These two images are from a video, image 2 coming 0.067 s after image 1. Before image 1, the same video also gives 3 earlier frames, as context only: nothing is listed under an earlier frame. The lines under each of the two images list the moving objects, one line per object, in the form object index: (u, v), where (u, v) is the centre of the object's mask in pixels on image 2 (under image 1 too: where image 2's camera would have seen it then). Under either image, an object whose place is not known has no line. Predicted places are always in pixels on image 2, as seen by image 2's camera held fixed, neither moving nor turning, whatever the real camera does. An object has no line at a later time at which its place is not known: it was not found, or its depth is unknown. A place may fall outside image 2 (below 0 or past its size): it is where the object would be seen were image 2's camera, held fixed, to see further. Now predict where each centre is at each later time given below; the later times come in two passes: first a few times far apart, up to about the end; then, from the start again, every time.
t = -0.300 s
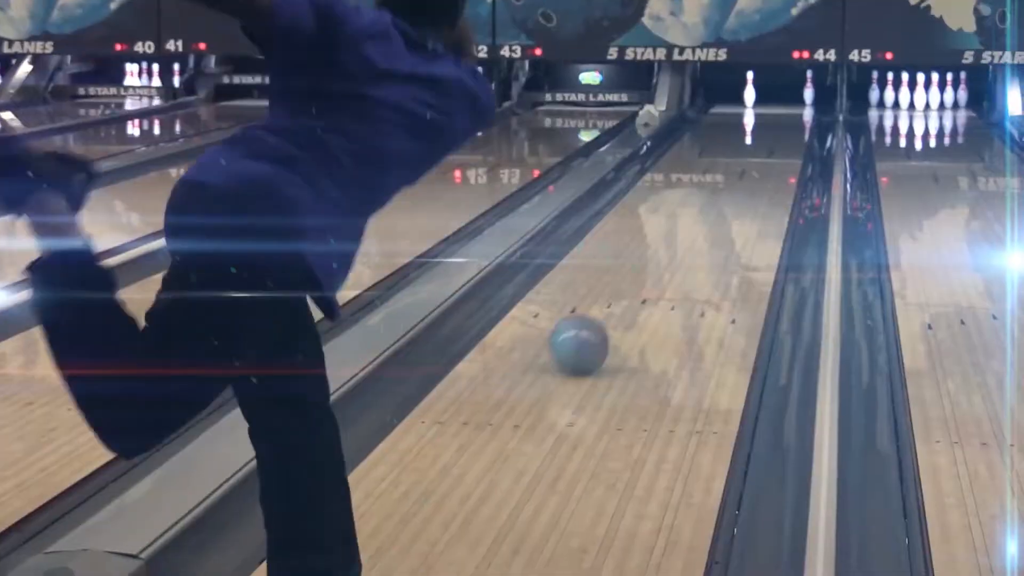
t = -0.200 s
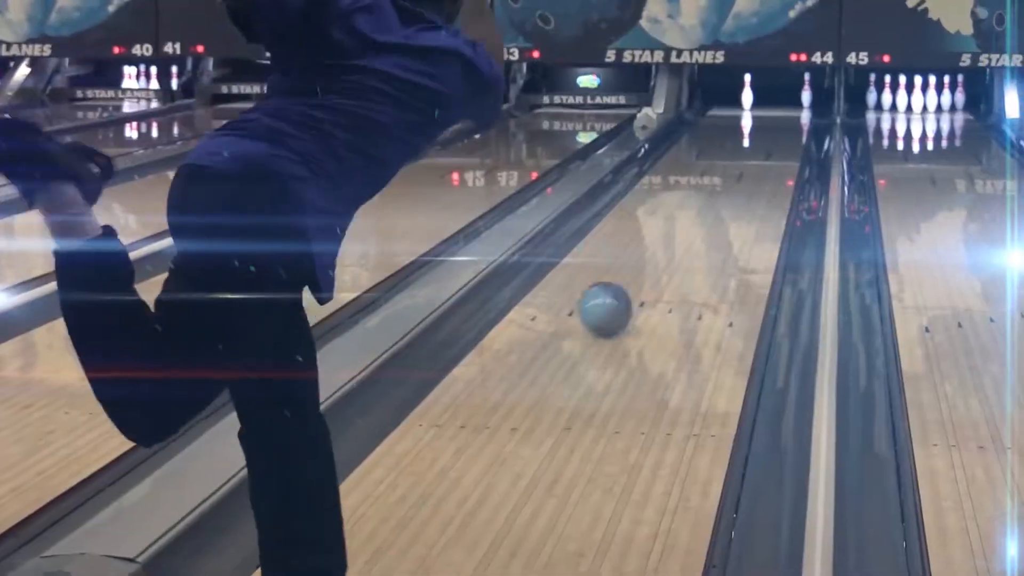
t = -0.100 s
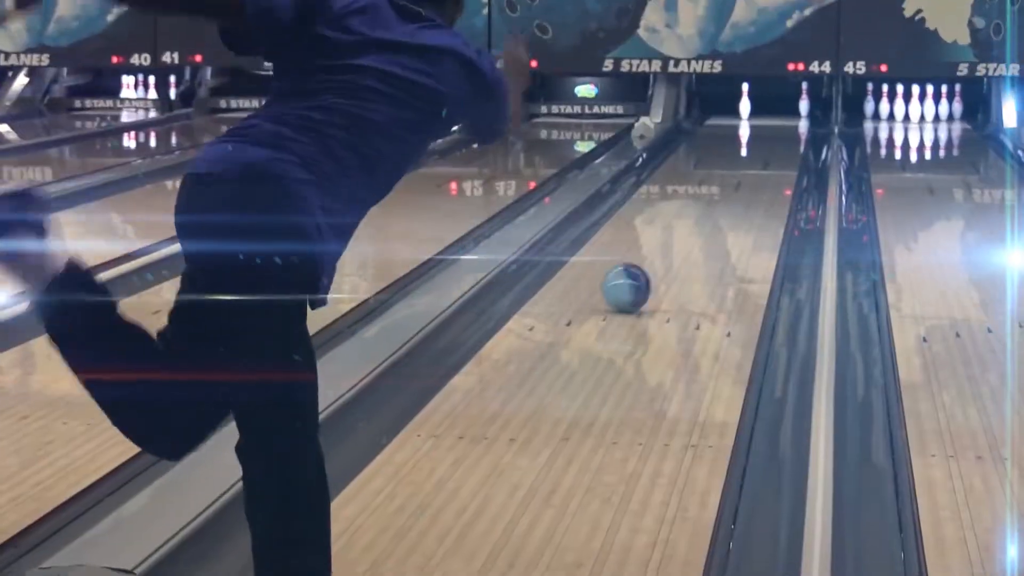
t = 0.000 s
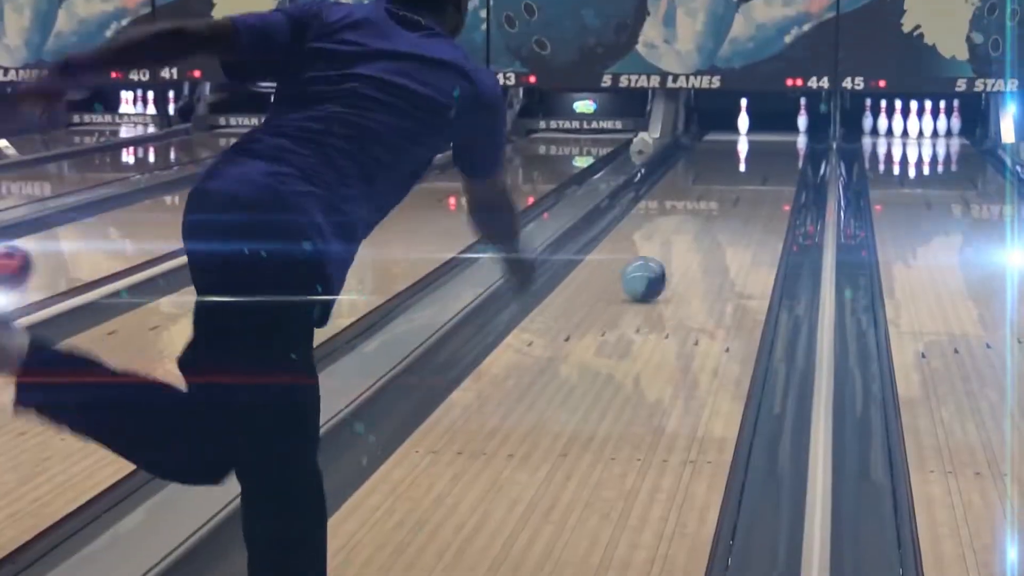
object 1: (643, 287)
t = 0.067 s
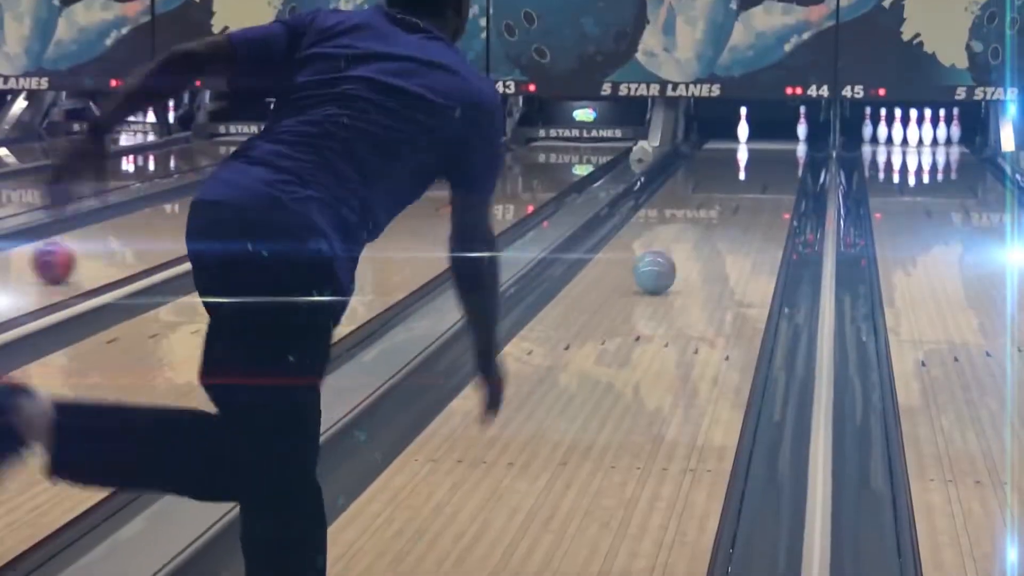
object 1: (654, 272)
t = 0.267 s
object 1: (681, 237)
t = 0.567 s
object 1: (708, 196)
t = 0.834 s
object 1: (724, 172)
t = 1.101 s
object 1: (733, 153)
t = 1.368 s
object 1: (735, 139)
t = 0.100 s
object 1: (660, 266)
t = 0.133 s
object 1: (664, 259)
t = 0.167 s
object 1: (668, 253)
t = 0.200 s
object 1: (673, 248)
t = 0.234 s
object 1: (677, 242)
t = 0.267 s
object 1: (681, 237)
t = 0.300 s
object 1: (685, 231)
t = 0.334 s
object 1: (686, 227)
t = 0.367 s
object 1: (692, 221)
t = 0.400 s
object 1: (694, 217)
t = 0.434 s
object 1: (697, 214)
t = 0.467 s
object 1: (701, 209)
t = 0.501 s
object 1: (703, 204)
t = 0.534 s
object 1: (704, 201)
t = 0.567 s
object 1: (708, 196)
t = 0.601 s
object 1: (710, 193)
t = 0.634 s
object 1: (712, 190)
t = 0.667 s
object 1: (713, 188)
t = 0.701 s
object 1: (717, 183)
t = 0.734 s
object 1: (719, 179)
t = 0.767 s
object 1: (718, 178)
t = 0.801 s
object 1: (722, 175)
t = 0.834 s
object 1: (724, 172)
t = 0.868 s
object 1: (725, 168)
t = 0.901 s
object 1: (725, 167)
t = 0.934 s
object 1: (728, 164)
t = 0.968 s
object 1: (729, 162)
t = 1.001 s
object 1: (730, 160)
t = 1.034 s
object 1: (731, 157)
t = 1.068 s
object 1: (732, 155)
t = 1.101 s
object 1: (733, 153)
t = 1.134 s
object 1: (734, 151)
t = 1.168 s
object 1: (735, 150)
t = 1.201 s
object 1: (735, 147)
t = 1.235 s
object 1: (735, 145)
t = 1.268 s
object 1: (735, 144)
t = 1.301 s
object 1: (736, 142)
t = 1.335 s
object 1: (735, 140)
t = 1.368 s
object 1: (735, 139)
